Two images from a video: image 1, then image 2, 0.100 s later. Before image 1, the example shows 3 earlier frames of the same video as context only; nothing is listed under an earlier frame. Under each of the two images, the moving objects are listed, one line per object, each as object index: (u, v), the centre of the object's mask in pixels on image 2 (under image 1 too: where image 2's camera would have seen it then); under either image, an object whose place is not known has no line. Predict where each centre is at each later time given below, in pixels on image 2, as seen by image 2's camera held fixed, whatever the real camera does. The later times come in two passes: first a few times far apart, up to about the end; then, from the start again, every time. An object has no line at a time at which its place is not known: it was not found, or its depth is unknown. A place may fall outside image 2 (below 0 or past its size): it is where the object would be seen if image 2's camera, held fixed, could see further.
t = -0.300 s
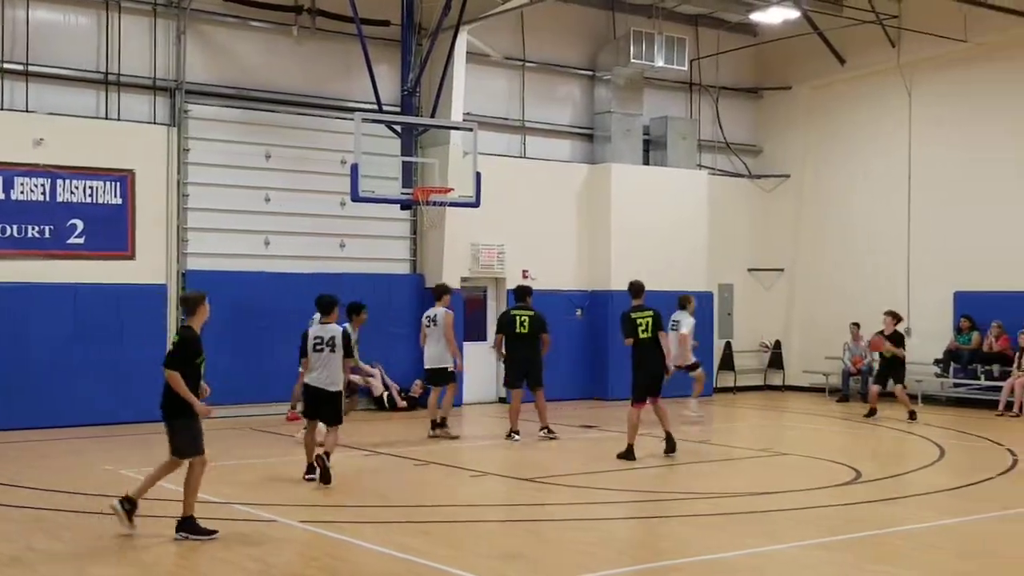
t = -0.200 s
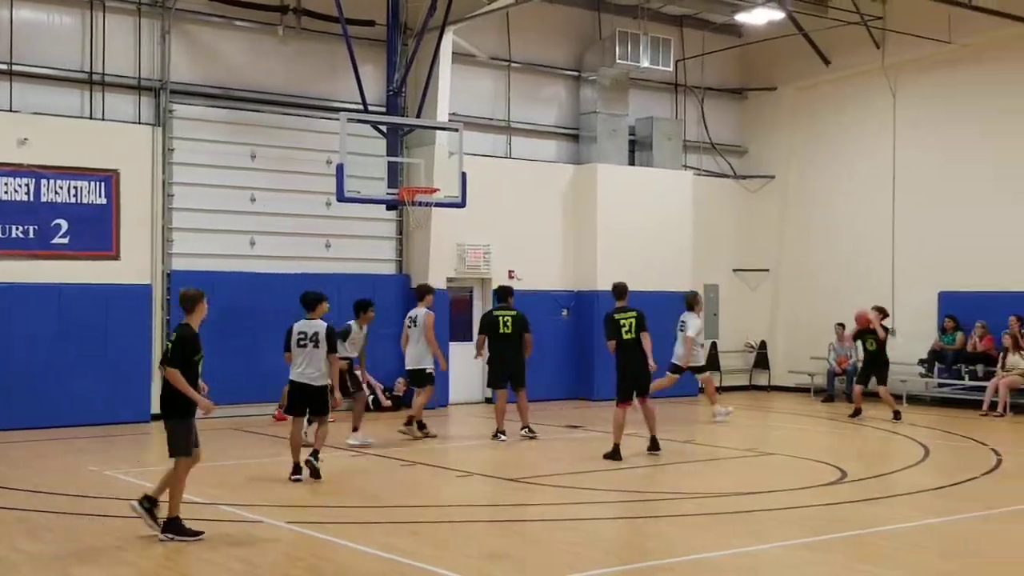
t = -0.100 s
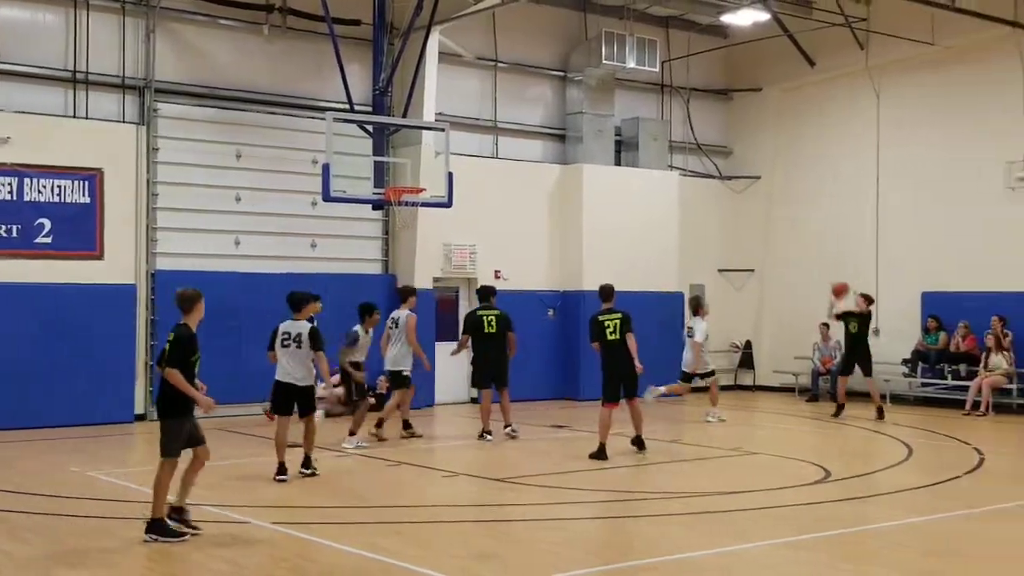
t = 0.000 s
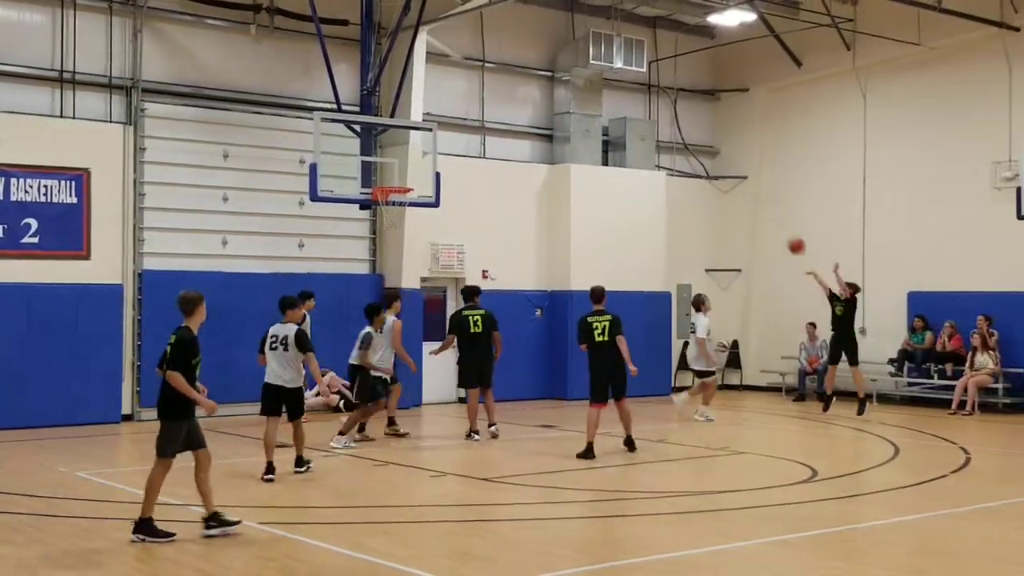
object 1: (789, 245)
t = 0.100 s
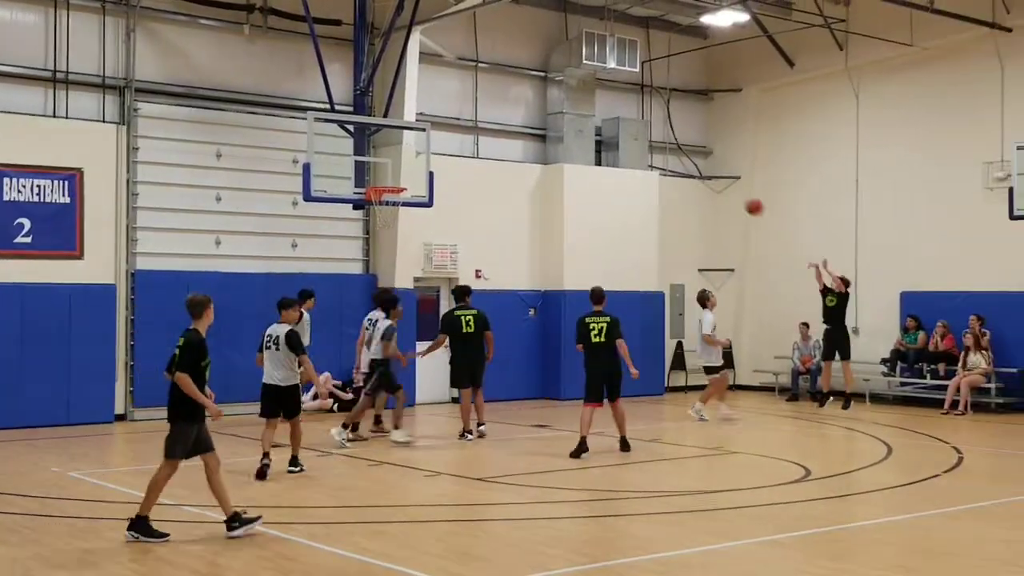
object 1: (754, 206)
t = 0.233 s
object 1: (707, 166)
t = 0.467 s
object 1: (624, 122)
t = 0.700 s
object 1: (538, 118)
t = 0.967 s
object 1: (439, 162)
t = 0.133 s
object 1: (742, 195)
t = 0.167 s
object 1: (730, 185)
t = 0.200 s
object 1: (719, 173)
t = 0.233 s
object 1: (707, 166)
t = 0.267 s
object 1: (695, 159)
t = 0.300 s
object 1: (683, 149)
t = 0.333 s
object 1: (672, 143)
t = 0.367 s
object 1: (659, 137)
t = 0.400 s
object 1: (647, 132)
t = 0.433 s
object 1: (635, 127)
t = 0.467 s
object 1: (624, 122)
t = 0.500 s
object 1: (612, 120)
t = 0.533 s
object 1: (600, 117)
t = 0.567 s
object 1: (587, 116)
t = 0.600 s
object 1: (575, 115)
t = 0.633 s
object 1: (562, 115)
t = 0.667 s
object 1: (551, 116)
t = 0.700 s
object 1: (538, 118)
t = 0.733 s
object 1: (525, 120)
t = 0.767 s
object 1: (513, 124)
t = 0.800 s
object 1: (501, 128)
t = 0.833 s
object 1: (488, 133)
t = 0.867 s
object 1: (476, 139)
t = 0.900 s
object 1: (463, 146)
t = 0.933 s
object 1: (451, 154)
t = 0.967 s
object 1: (439, 162)
